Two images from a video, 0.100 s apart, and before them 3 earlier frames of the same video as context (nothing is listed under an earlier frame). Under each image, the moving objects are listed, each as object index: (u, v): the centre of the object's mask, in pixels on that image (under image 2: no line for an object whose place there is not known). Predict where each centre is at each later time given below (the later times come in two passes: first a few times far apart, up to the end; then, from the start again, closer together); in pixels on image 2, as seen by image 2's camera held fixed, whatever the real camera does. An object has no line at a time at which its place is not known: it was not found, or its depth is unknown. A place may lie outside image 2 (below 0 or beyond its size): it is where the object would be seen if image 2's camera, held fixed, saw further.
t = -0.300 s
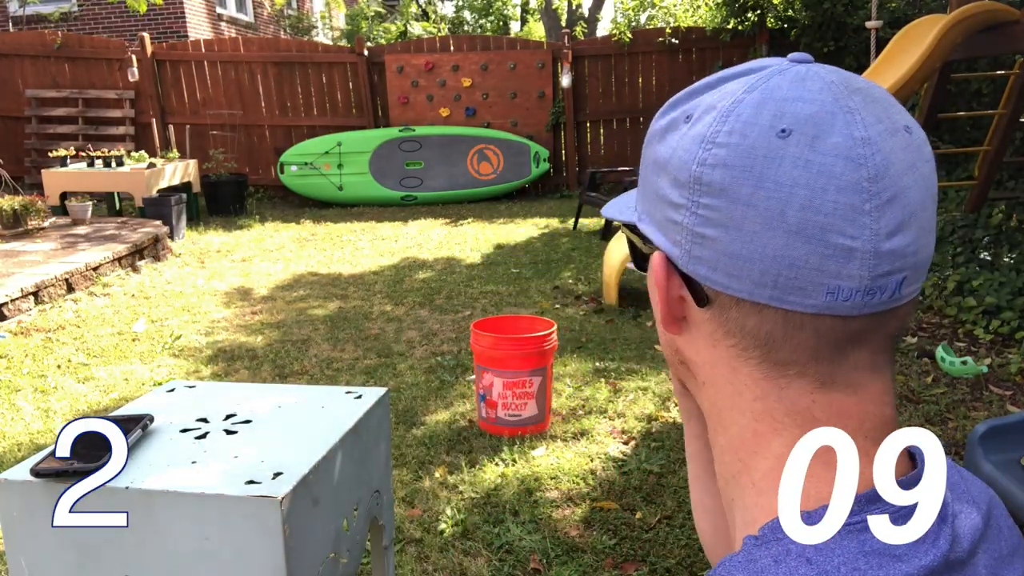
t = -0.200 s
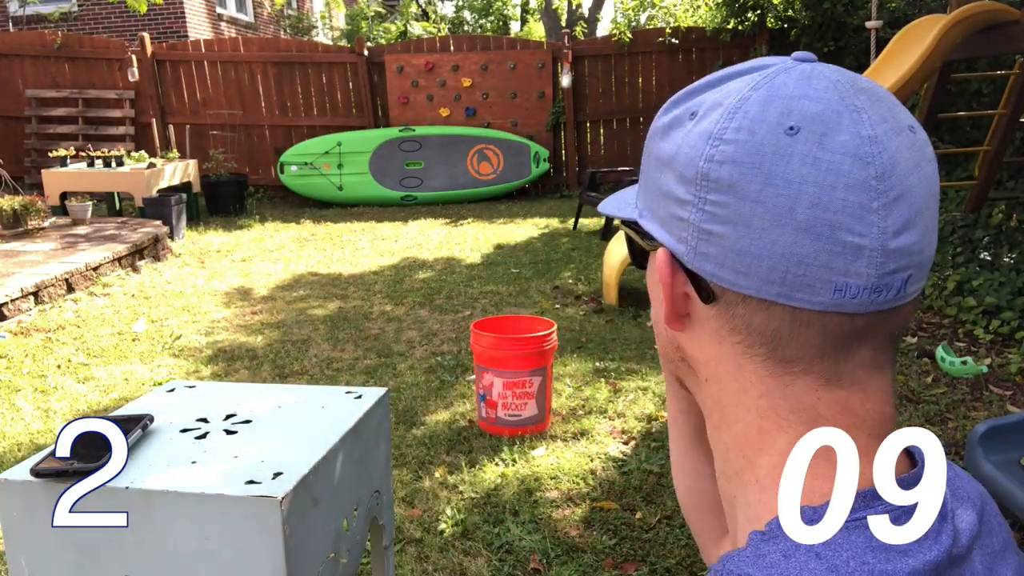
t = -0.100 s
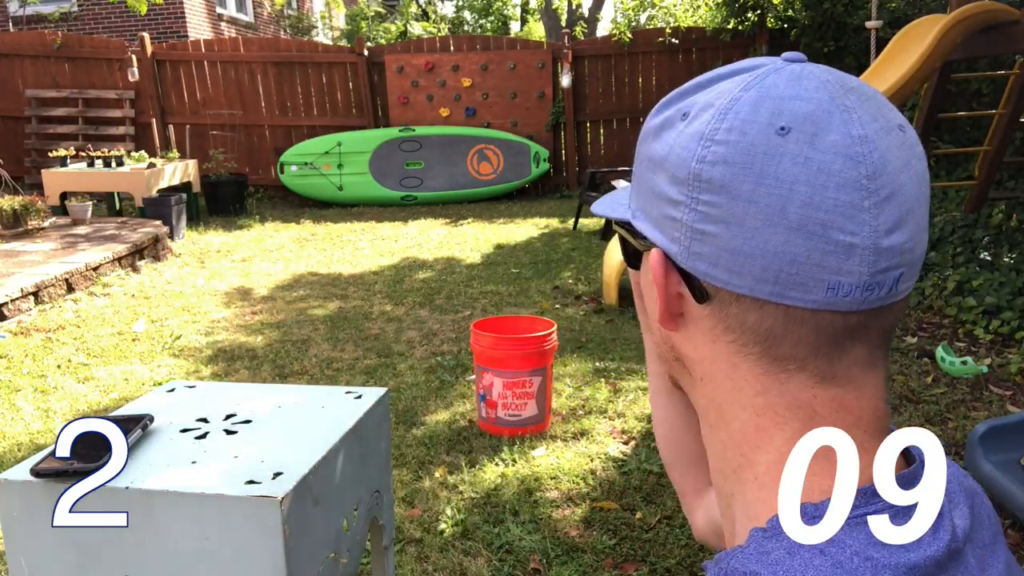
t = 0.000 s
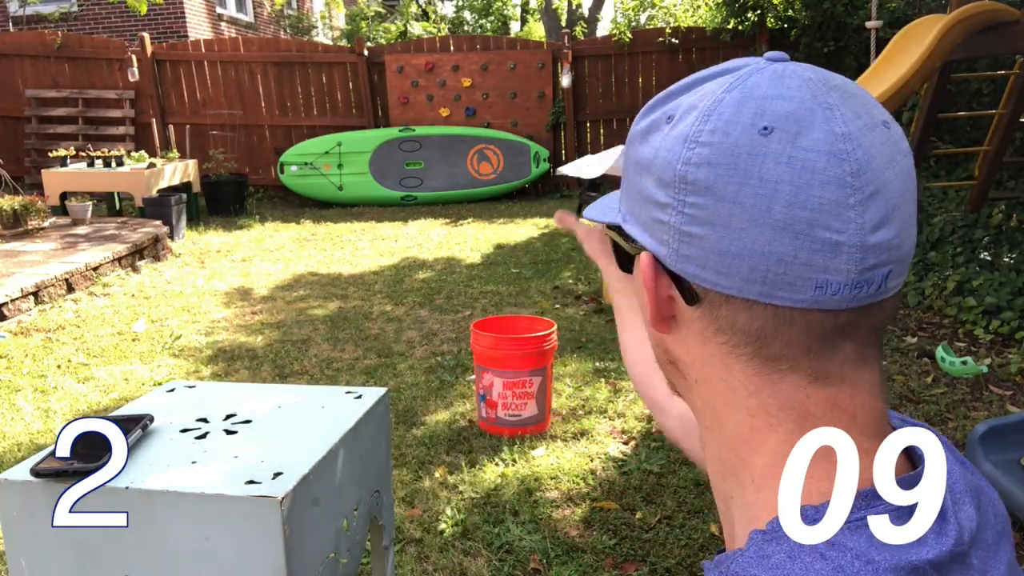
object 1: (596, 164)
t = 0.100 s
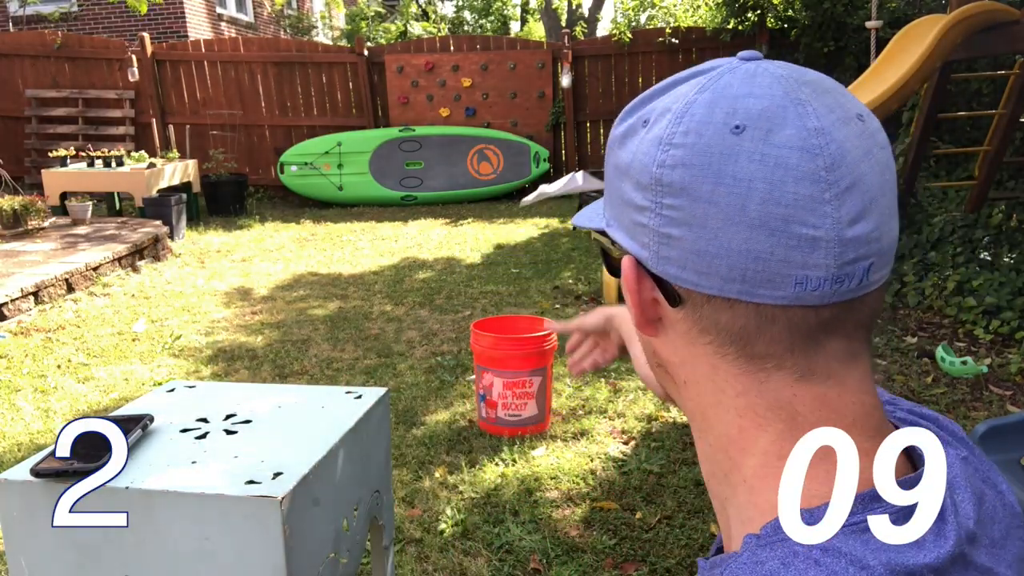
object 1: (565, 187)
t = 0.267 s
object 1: (523, 285)
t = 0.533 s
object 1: (494, 423)
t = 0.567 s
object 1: (492, 420)
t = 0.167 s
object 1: (546, 220)
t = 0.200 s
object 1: (536, 242)
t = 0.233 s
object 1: (529, 263)
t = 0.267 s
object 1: (523, 285)
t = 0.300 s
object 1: (518, 307)
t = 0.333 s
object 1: (513, 330)
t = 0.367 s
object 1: (509, 354)
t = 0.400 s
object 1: (504, 377)
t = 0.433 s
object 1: (493, 407)
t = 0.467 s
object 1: (494, 424)
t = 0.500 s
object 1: (496, 426)
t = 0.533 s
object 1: (494, 423)
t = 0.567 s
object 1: (492, 420)
